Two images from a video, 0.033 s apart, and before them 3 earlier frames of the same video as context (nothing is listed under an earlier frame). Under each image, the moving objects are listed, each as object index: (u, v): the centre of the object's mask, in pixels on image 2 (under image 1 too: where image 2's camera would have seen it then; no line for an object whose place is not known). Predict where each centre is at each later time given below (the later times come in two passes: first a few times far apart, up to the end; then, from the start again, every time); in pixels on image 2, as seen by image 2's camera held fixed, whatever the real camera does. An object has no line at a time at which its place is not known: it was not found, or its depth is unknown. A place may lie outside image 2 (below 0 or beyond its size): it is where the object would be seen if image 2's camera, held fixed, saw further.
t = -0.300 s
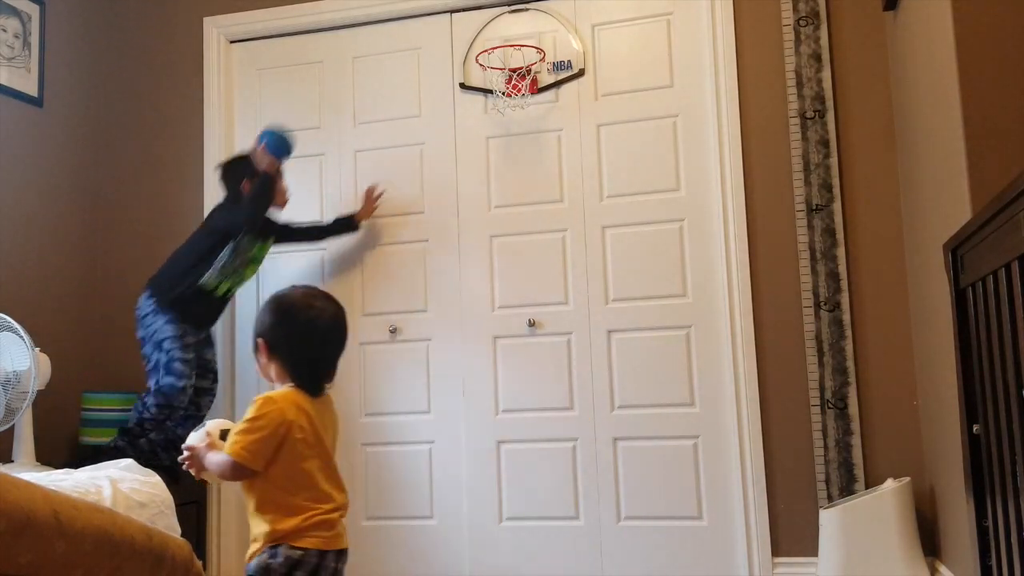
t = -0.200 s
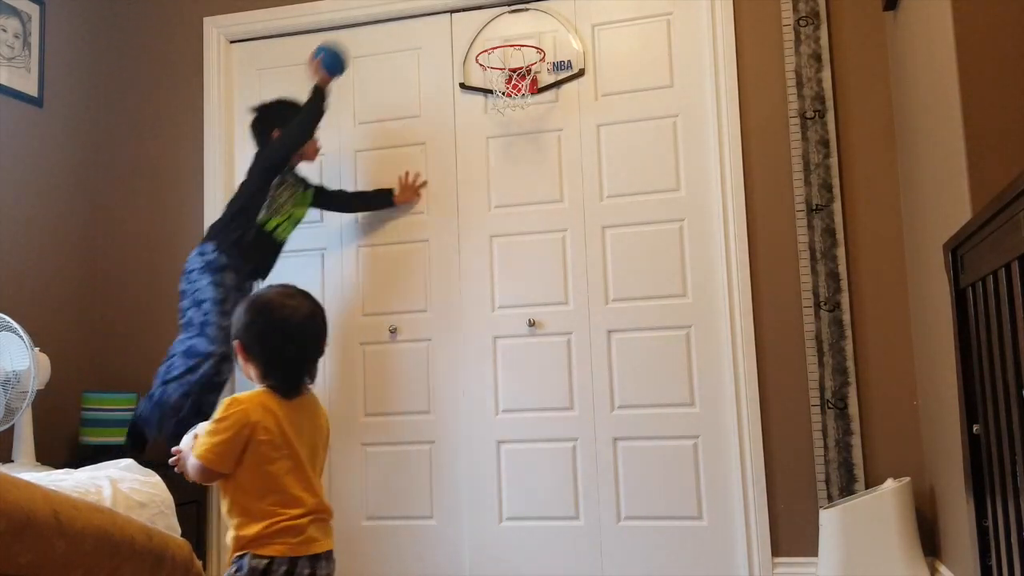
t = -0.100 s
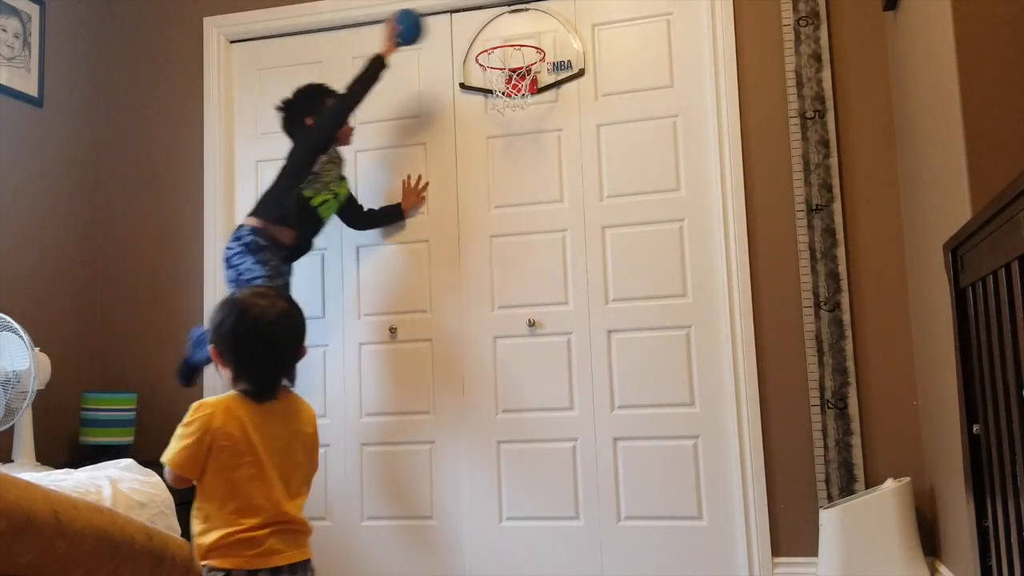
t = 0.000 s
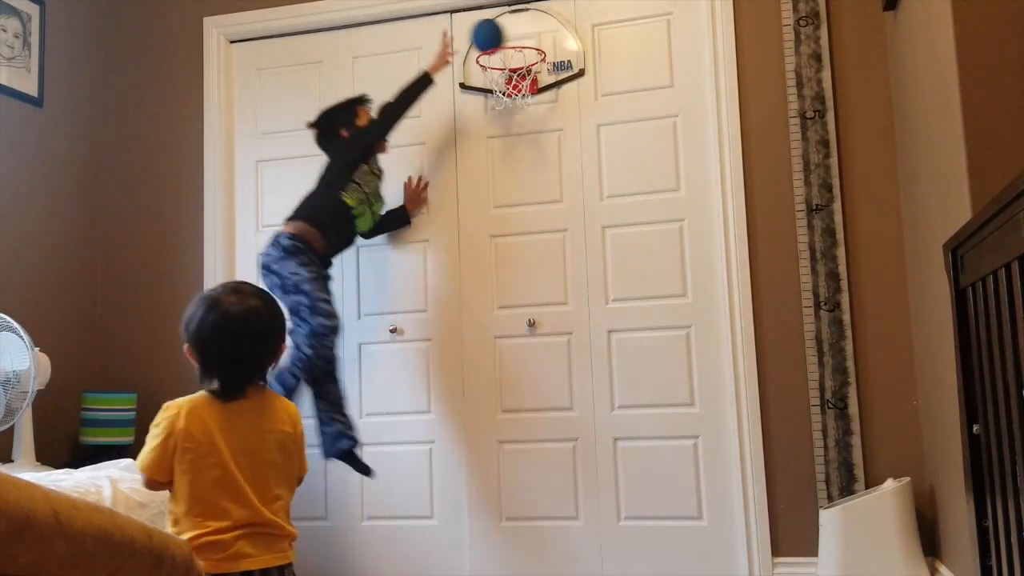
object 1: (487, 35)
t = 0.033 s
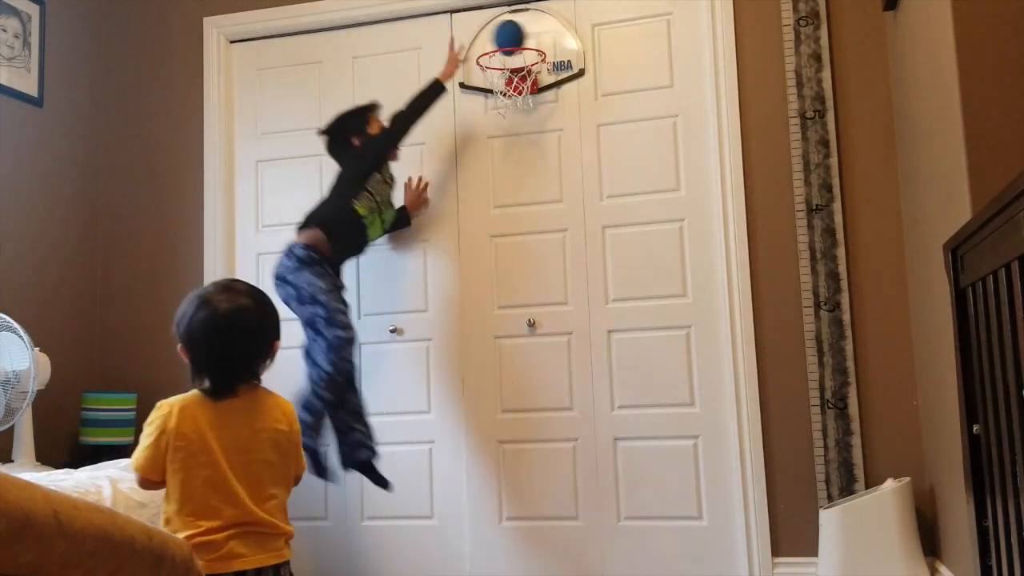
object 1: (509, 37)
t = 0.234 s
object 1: (563, 52)
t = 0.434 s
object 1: (571, 108)
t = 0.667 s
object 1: (588, 336)
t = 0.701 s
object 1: (591, 385)
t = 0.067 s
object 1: (529, 40)
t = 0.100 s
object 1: (536, 36)
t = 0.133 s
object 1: (543, 34)
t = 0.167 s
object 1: (550, 36)
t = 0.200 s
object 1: (556, 41)
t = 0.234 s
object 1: (563, 52)
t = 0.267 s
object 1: (564, 54)
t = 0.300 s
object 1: (565, 58)
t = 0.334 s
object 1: (566, 66)
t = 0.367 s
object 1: (568, 76)
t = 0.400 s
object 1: (569, 91)
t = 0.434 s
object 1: (571, 108)
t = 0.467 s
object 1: (574, 129)
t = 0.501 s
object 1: (576, 154)
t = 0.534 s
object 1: (579, 183)
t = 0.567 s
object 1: (581, 215)
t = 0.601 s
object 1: (583, 251)
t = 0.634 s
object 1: (586, 291)
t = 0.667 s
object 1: (588, 336)
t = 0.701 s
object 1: (591, 385)
